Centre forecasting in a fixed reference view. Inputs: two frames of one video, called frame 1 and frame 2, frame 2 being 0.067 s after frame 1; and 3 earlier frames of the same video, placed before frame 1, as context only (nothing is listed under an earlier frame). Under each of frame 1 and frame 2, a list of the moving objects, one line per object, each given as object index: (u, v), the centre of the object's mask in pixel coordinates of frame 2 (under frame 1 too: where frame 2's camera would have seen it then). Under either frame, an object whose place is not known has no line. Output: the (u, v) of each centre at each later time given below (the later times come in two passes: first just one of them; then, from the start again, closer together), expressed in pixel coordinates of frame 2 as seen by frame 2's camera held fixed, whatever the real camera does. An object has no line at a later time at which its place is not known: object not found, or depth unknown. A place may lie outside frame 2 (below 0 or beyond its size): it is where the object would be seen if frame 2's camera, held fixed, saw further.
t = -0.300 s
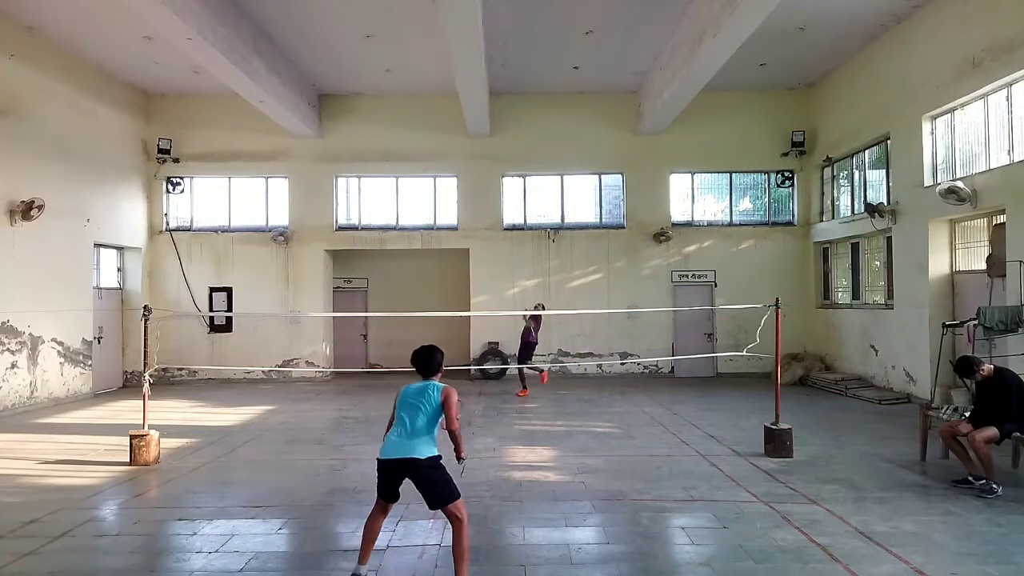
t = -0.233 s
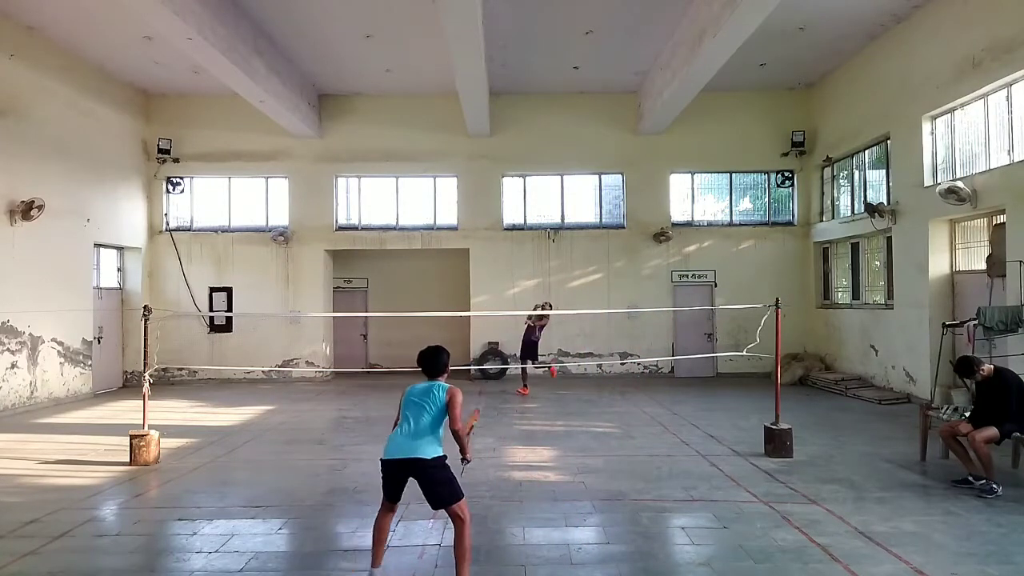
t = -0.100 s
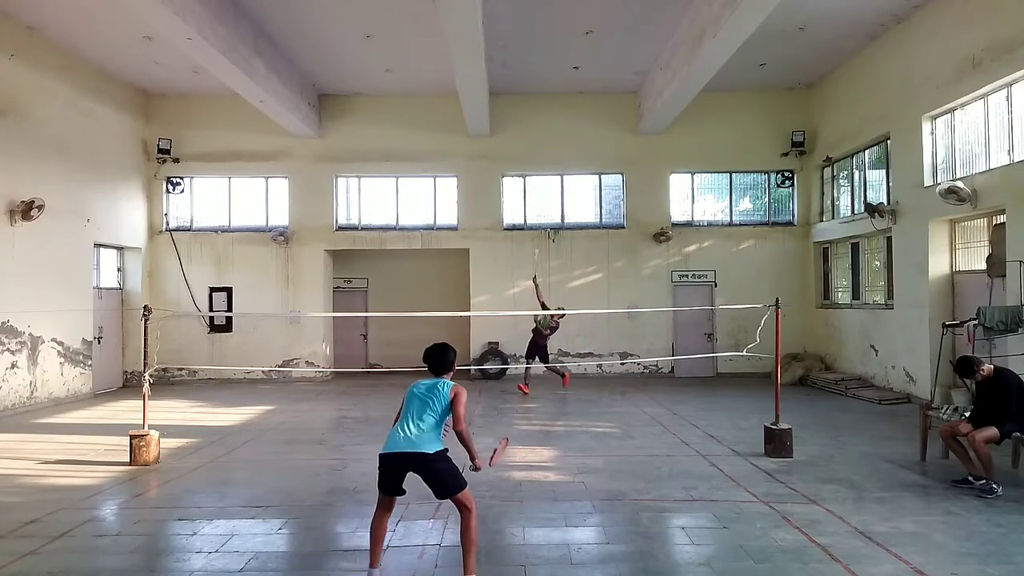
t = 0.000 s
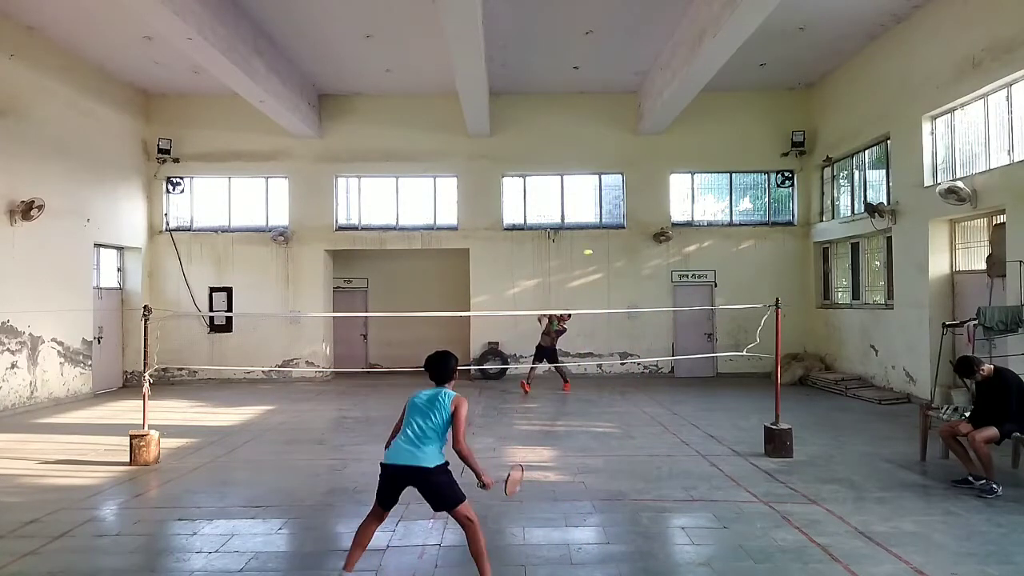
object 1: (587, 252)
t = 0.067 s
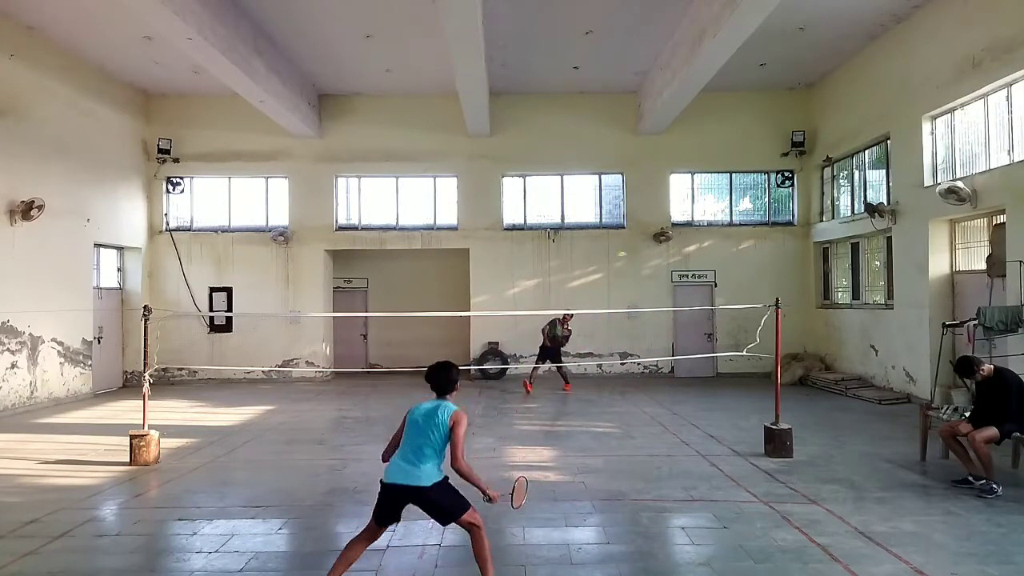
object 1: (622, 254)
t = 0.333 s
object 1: (755, 304)
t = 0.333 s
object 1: (755, 304)
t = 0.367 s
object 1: (774, 318)
